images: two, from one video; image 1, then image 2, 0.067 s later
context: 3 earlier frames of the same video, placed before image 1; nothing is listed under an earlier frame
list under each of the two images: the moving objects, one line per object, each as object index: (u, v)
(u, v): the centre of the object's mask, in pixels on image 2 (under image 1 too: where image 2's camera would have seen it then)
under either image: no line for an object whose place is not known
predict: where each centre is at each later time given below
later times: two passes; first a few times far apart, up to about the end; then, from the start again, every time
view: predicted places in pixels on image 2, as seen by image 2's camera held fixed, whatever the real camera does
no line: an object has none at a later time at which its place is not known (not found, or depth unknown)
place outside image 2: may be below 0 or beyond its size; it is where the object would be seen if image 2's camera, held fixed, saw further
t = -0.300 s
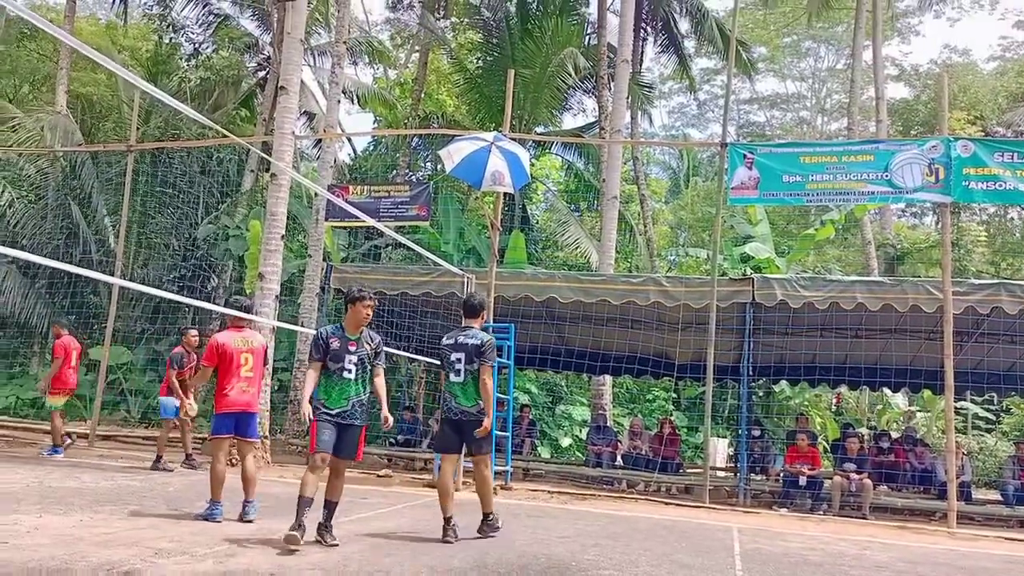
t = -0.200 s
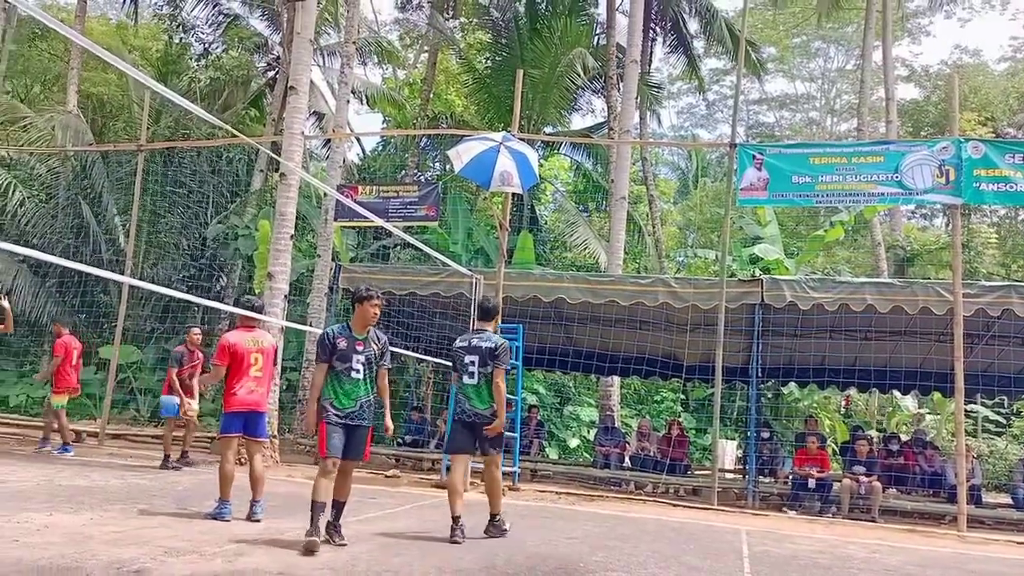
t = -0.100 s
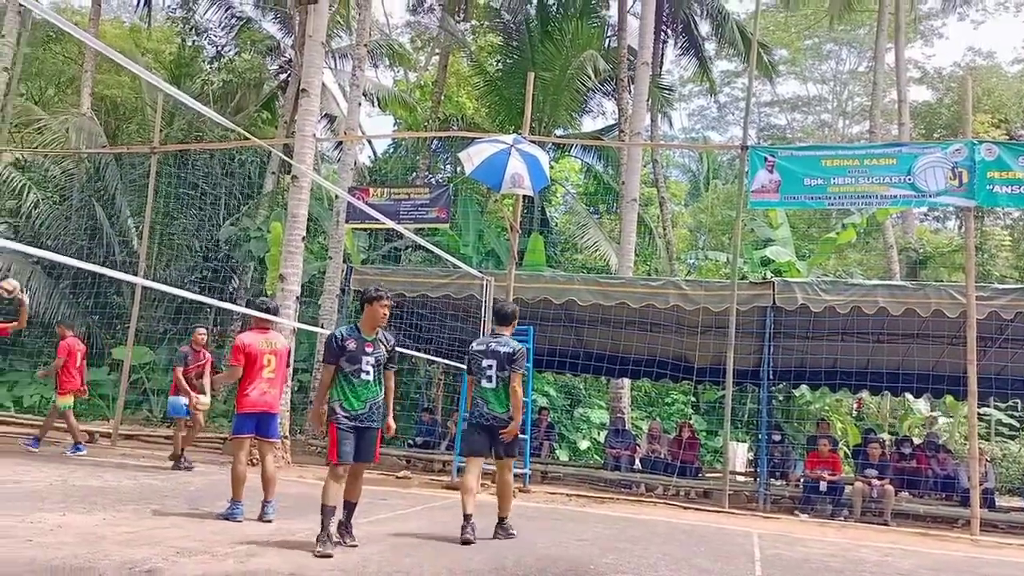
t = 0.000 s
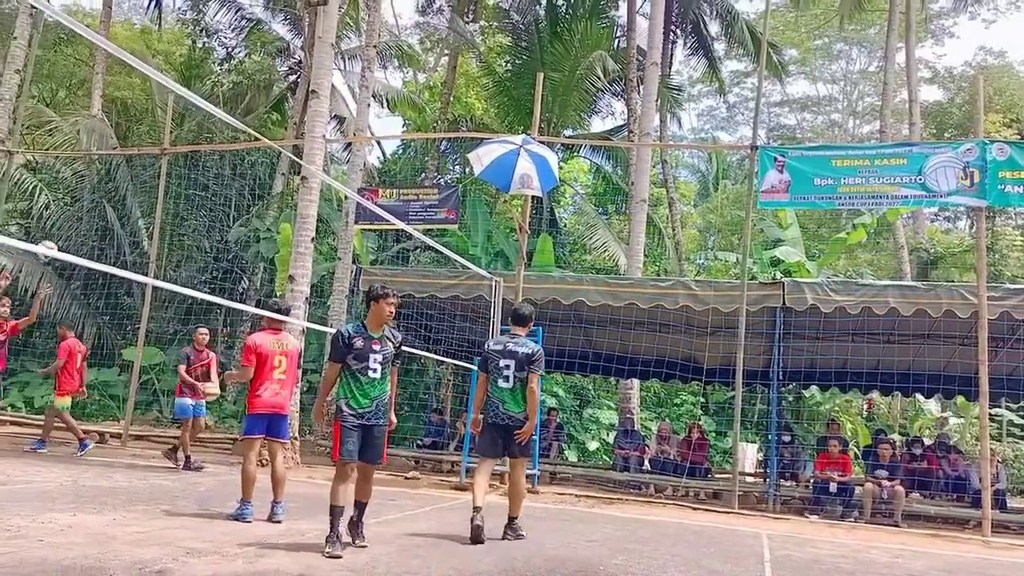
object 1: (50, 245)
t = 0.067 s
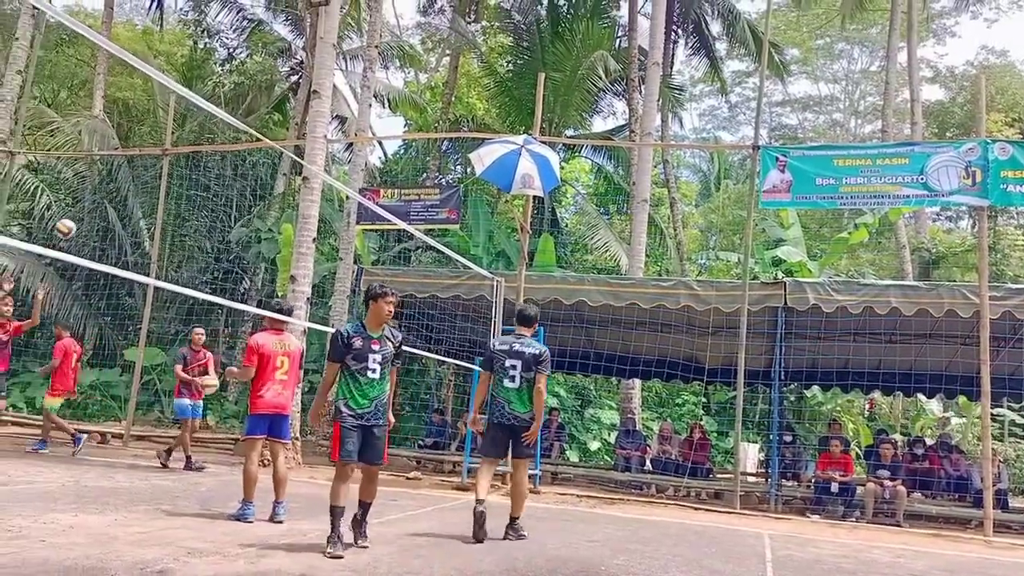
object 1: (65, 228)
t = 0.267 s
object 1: (114, 183)
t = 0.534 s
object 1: (176, 178)
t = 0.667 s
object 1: (206, 205)
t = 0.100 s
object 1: (73, 219)
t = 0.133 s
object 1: (82, 210)
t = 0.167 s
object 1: (90, 203)
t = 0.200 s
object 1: (98, 194)
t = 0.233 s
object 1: (106, 189)
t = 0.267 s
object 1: (114, 183)
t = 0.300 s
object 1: (122, 179)
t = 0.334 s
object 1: (130, 176)
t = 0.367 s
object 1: (137, 173)
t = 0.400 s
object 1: (145, 172)
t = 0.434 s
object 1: (152, 172)
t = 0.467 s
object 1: (160, 173)
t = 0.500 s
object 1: (168, 174)
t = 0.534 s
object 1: (176, 178)
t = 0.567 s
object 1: (184, 183)
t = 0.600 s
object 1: (192, 189)
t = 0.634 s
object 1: (199, 196)
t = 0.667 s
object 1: (206, 205)
